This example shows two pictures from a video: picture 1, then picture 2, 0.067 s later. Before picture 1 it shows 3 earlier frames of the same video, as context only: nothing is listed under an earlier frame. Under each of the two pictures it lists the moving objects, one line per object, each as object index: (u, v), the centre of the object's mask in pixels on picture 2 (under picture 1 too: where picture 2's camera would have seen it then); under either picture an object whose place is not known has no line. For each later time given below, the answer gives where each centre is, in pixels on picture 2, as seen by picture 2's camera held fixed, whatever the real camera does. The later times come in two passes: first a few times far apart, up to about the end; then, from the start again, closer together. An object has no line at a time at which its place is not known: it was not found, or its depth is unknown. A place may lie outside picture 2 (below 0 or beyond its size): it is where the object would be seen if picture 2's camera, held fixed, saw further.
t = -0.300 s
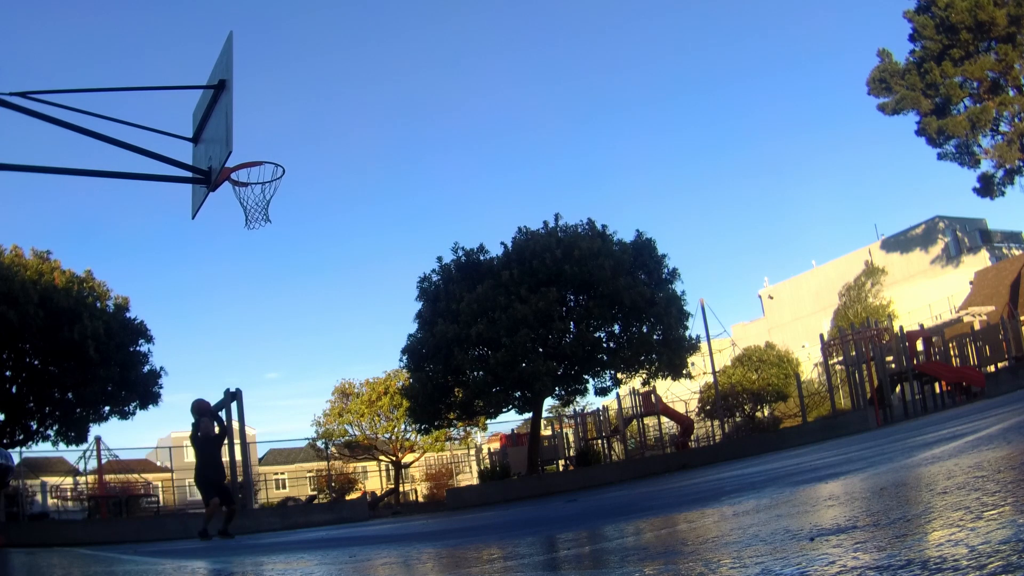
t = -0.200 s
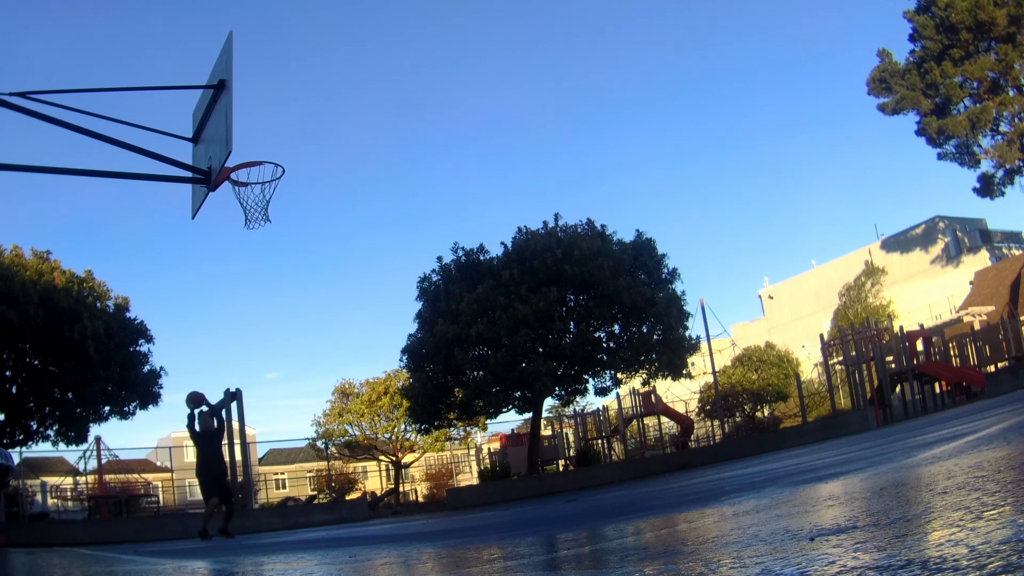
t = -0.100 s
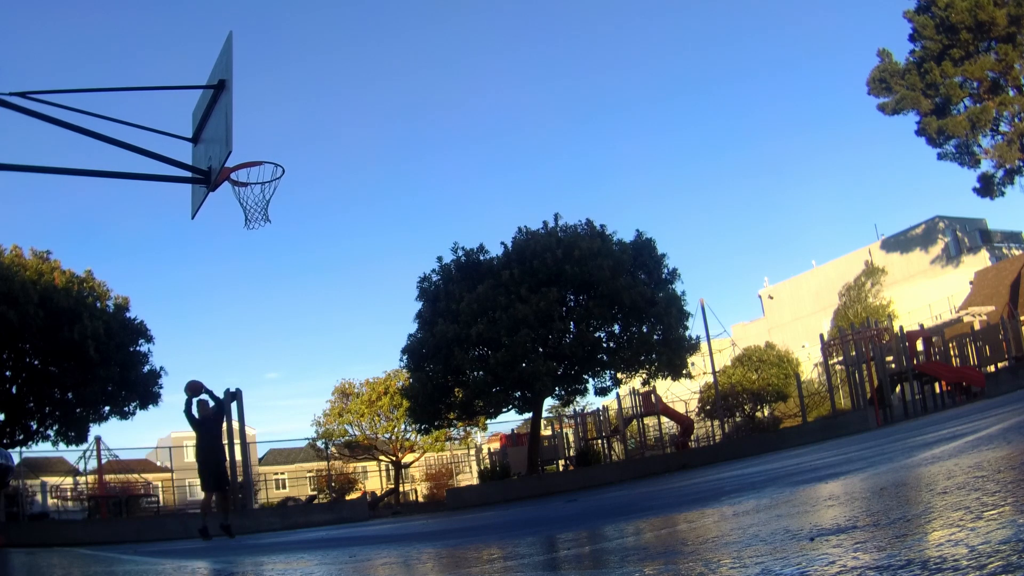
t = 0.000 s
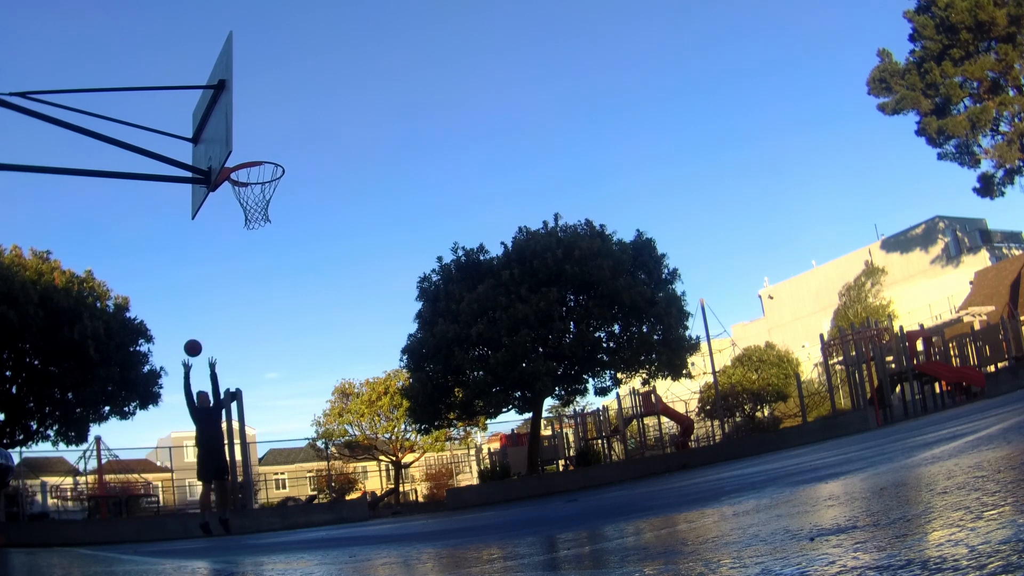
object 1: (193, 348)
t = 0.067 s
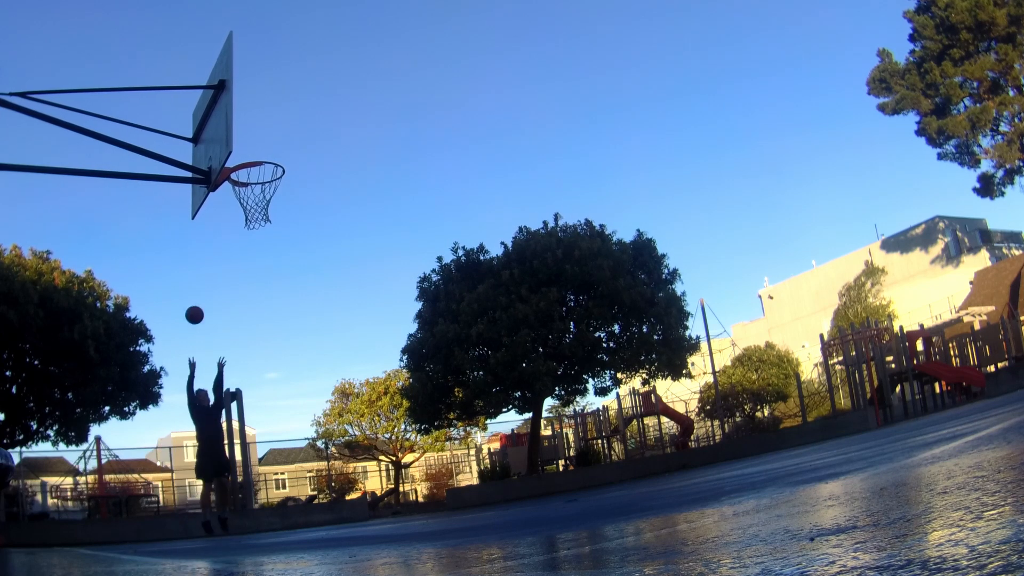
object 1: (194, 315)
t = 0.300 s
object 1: (203, 218)
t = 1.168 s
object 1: (235, 194)
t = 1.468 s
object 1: (248, 219)
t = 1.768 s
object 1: (292, 326)
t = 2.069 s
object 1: (341, 495)
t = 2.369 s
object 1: (352, 354)
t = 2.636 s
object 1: (369, 318)
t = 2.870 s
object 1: (391, 354)
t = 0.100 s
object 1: (195, 299)
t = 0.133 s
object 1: (196, 284)
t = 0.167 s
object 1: (197, 269)
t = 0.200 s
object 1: (199, 255)
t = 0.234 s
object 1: (200, 242)
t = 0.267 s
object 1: (201, 229)
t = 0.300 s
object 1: (203, 218)
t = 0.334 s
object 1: (207, 207)
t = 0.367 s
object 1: (210, 198)
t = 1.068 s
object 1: (266, 161)
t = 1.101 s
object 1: (261, 173)
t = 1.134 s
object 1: (248, 183)
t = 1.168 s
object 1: (235, 194)
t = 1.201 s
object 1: (229, 198)
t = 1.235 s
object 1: (227, 199)
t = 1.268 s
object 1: (229, 201)
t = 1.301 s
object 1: (231, 202)
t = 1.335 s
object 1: (234, 204)
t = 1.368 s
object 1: (237, 206)
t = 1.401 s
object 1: (241, 210)
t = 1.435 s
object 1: (244, 214)
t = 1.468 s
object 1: (248, 219)
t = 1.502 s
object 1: (253, 226)
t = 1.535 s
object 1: (257, 234)
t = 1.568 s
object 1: (262, 243)
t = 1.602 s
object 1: (266, 253)
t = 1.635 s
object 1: (271, 265)
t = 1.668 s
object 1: (276, 278)
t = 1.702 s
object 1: (281, 292)
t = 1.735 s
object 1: (286, 308)
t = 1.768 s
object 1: (292, 326)
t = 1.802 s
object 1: (297, 344)
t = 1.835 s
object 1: (303, 365)
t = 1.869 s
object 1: (308, 387)
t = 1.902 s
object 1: (315, 410)
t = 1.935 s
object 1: (321, 435)
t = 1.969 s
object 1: (327, 462)
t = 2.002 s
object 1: (334, 489)
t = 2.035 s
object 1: (340, 516)
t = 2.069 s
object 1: (341, 495)
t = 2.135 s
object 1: (342, 455)
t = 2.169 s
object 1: (344, 436)
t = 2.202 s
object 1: (345, 419)
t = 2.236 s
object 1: (346, 404)
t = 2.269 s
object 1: (347, 389)
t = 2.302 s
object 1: (349, 376)
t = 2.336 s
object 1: (350, 365)
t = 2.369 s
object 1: (352, 354)
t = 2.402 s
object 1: (354, 345)
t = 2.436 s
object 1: (356, 337)
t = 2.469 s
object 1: (358, 331)
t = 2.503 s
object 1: (360, 326)
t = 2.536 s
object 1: (362, 322)
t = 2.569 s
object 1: (364, 319)
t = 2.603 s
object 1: (367, 318)
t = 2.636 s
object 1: (369, 318)
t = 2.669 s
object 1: (372, 319)
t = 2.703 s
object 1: (375, 322)
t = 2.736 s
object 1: (378, 326)
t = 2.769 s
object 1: (381, 331)
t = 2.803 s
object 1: (384, 337)
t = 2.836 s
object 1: (388, 345)
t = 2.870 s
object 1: (391, 354)
